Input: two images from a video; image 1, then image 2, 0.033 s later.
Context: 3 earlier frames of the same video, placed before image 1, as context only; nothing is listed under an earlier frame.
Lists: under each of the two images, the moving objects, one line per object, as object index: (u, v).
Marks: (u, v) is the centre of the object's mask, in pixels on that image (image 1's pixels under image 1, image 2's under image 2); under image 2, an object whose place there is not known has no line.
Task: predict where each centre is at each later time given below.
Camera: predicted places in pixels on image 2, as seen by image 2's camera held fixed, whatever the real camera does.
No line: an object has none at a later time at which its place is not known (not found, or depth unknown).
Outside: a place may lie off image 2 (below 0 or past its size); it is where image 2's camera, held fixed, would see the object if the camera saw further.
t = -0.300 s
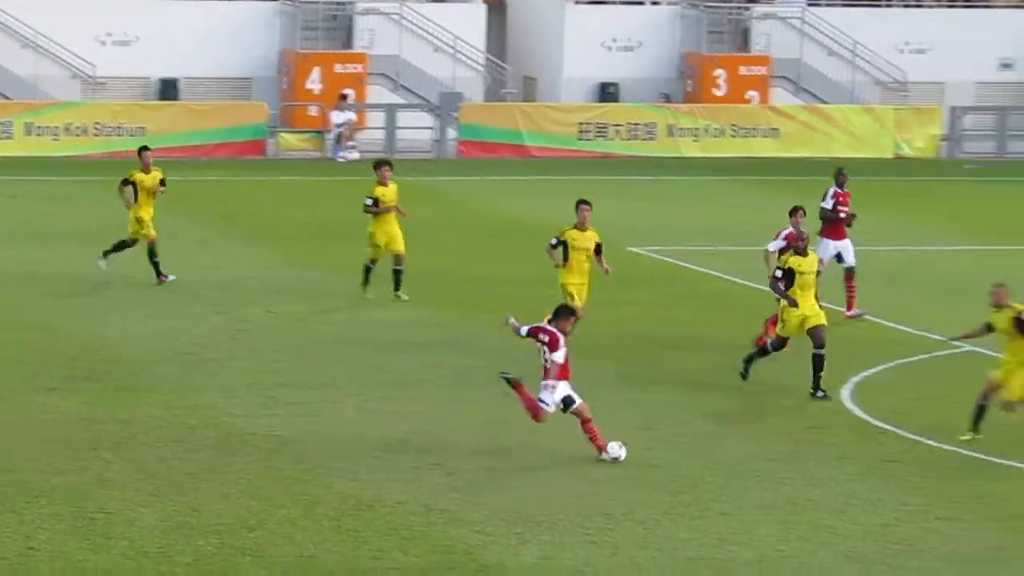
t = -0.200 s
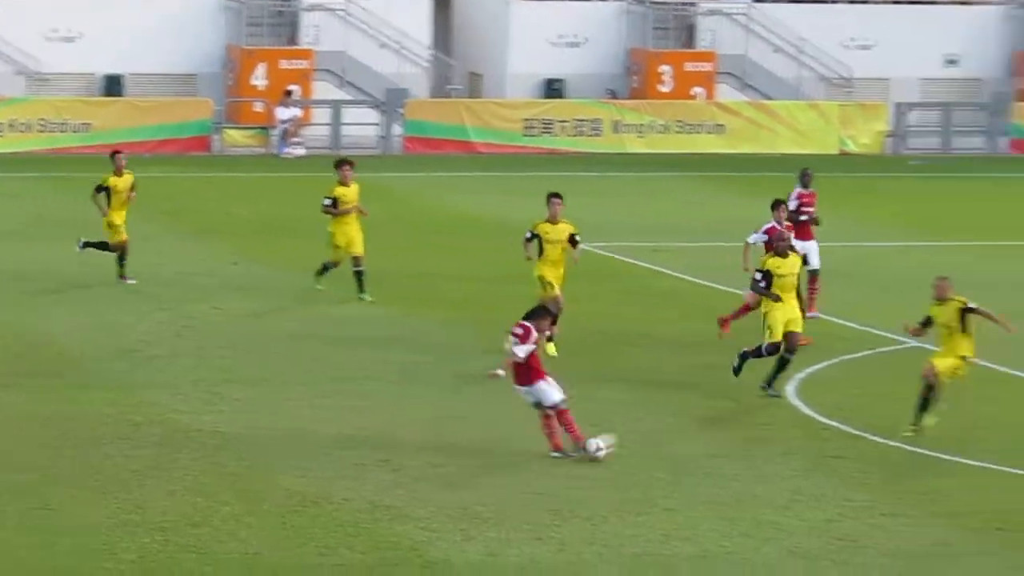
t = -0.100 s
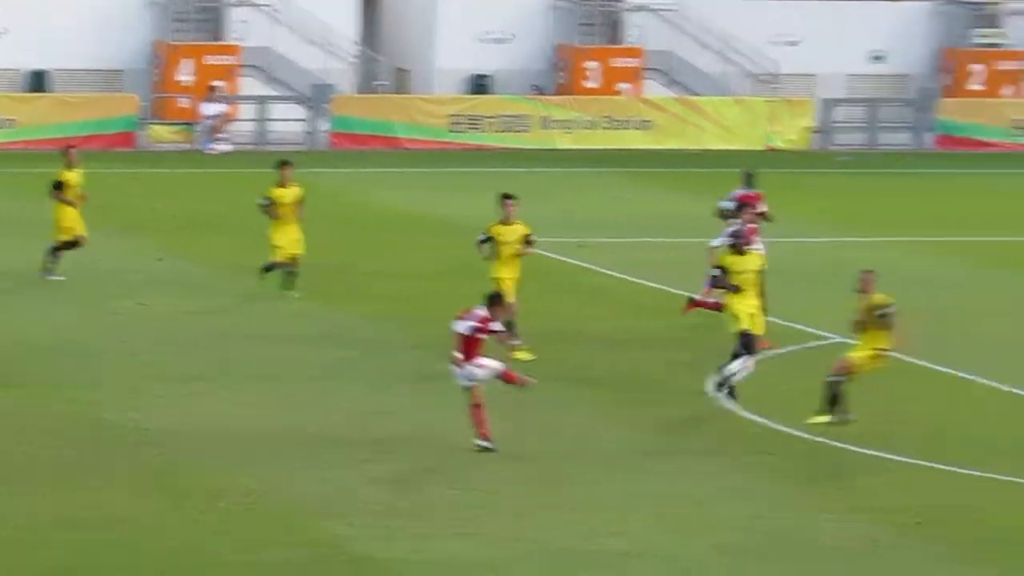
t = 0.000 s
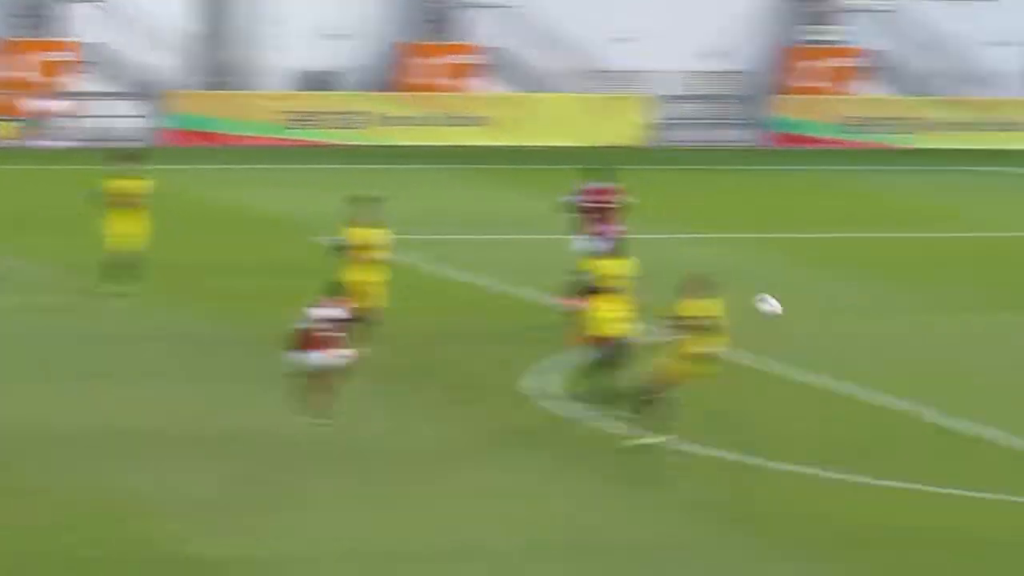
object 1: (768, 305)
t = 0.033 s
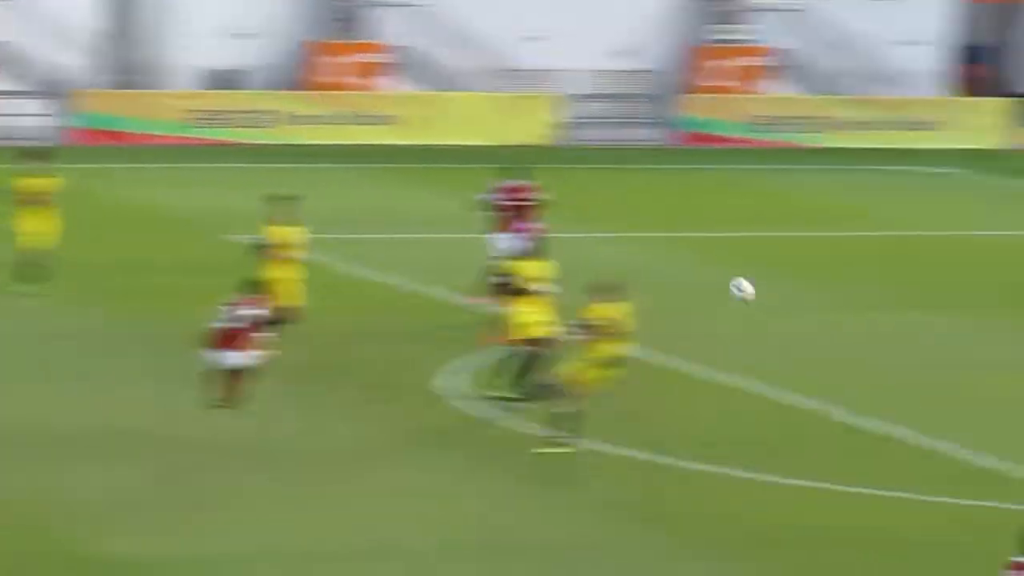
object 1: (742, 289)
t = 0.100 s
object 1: (861, 262)
